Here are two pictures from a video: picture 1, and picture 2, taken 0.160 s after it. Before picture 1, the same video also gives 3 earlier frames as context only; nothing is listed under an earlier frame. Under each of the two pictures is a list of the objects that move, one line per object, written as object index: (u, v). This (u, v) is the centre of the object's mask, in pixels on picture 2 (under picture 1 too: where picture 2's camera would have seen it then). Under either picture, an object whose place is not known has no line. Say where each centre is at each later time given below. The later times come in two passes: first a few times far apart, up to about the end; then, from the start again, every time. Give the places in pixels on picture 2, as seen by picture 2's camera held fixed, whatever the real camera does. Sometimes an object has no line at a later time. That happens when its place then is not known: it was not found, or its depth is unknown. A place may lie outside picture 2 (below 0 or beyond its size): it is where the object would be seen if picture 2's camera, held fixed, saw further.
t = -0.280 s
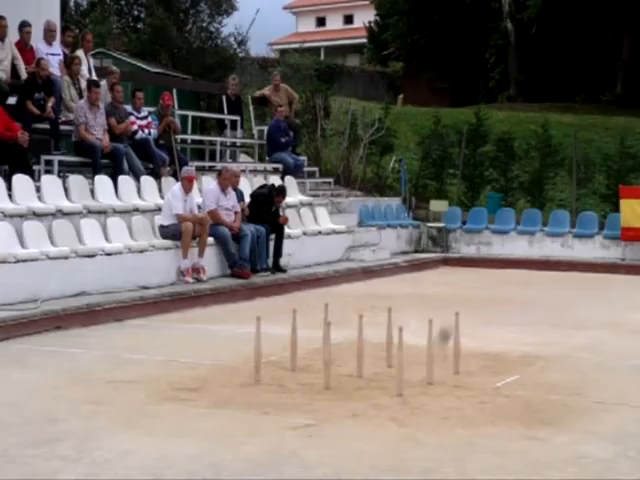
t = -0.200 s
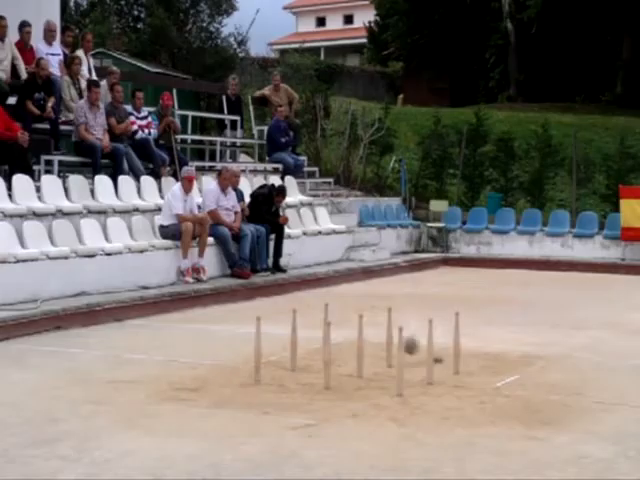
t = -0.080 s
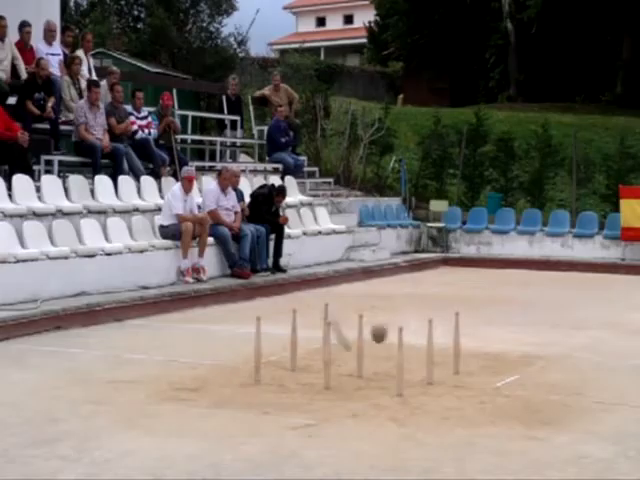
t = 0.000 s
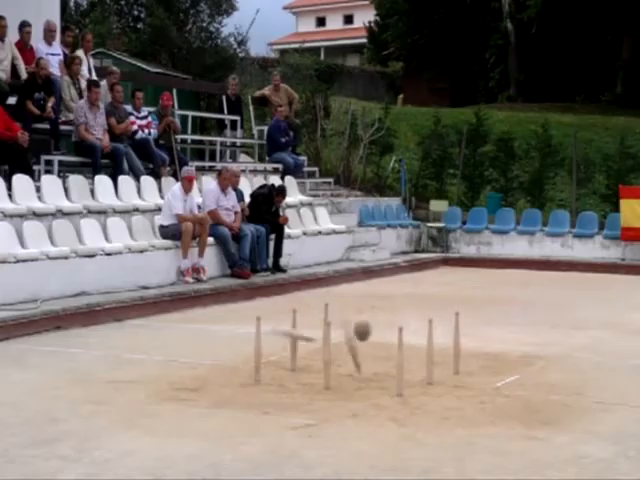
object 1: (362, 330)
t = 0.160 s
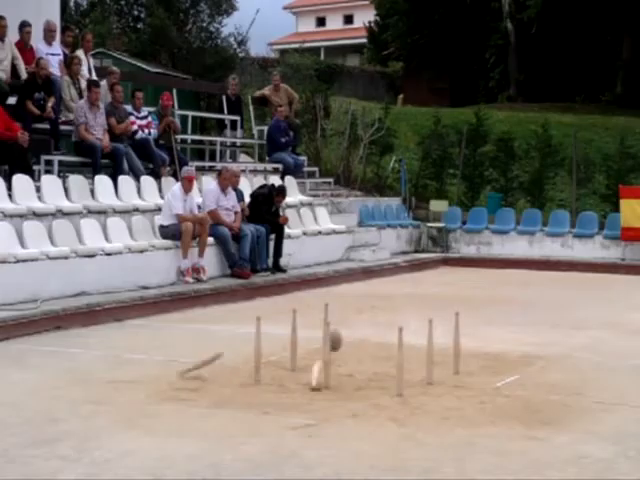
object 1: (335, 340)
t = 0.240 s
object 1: (321, 350)
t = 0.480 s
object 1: (285, 381)
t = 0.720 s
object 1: (253, 396)
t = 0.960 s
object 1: (221, 404)
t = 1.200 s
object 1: (188, 412)
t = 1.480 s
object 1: (151, 418)
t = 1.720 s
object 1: (121, 423)
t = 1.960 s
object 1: (93, 431)
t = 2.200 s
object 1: (67, 438)
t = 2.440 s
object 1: (41, 445)
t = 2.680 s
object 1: (15, 451)
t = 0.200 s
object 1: (329, 345)
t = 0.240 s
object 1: (321, 350)
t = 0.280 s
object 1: (314, 357)
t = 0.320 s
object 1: (308, 366)
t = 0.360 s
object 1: (300, 375)
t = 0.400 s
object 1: (295, 377)
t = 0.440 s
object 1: (290, 379)
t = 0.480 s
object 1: (285, 381)
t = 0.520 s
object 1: (279, 386)
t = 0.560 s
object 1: (275, 389)
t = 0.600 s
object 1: (269, 390)
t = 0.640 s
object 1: (263, 391)
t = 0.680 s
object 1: (258, 394)
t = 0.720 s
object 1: (253, 396)
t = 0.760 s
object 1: (248, 397)
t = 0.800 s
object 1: (243, 399)
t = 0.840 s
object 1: (238, 400)
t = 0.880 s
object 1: (233, 400)
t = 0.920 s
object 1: (227, 401)
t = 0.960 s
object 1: (221, 404)
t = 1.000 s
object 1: (216, 405)
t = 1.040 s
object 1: (211, 407)
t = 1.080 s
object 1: (205, 408)
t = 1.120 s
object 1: (200, 410)
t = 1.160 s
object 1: (194, 411)
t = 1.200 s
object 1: (188, 412)
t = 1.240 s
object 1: (183, 413)
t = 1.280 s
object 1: (177, 414)
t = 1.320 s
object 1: (172, 414)
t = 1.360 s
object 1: (166, 415)
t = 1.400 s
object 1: (161, 416)
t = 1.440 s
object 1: (156, 417)
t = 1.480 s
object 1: (151, 418)
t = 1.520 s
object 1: (146, 418)
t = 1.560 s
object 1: (141, 419)
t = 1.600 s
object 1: (136, 420)
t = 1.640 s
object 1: (131, 421)
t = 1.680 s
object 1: (126, 422)
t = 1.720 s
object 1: (121, 423)
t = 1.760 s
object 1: (116, 424)
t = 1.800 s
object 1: (112, 425)
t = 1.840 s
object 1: (107, 427)
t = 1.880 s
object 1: (102, 428)
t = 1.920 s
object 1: (98, 429)
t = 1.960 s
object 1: (93, 431)
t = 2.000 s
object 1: (89, 432)
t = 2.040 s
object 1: (85, 433)
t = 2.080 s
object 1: (80, 434)
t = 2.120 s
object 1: (76, 435)
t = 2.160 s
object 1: (72, 436)
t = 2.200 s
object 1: (67, 438)
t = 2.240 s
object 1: (63, 439)
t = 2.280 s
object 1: (59, 440)
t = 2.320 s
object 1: (54, 441)
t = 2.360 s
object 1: (50, 443)
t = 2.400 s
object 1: (45, 444)
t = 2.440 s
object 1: (41, 445)
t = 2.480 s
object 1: (36, 447)
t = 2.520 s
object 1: (32, 448)
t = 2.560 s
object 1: (27, 449)
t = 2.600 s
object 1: (23, 450)
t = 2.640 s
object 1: (19, 450)
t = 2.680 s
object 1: (15, 451)
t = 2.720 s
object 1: (12, 452)
